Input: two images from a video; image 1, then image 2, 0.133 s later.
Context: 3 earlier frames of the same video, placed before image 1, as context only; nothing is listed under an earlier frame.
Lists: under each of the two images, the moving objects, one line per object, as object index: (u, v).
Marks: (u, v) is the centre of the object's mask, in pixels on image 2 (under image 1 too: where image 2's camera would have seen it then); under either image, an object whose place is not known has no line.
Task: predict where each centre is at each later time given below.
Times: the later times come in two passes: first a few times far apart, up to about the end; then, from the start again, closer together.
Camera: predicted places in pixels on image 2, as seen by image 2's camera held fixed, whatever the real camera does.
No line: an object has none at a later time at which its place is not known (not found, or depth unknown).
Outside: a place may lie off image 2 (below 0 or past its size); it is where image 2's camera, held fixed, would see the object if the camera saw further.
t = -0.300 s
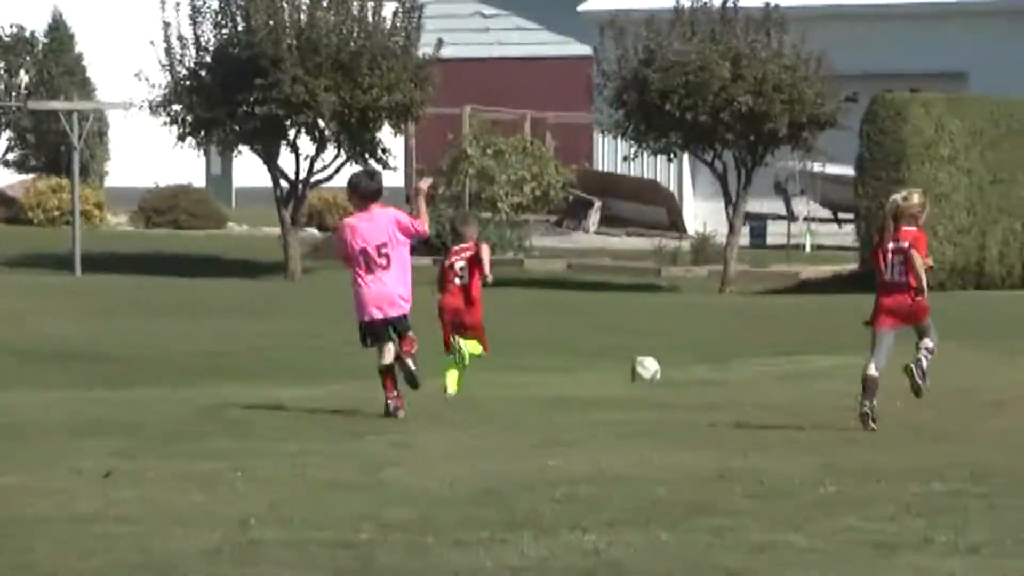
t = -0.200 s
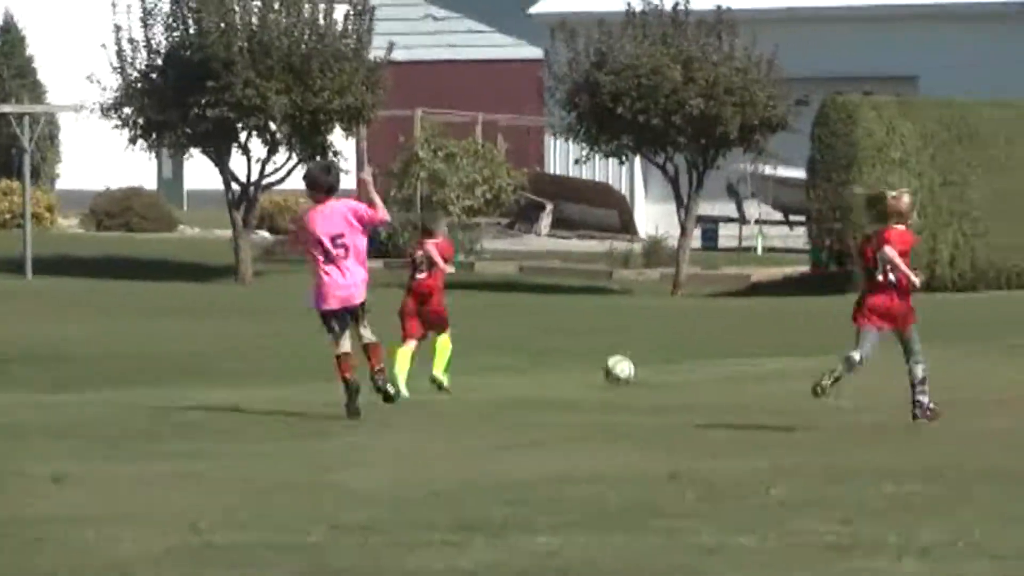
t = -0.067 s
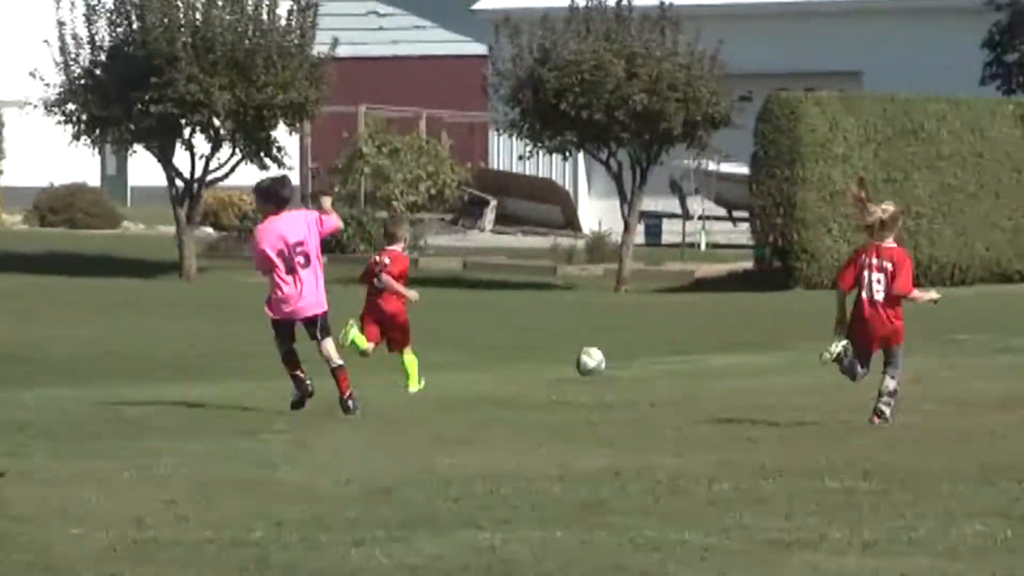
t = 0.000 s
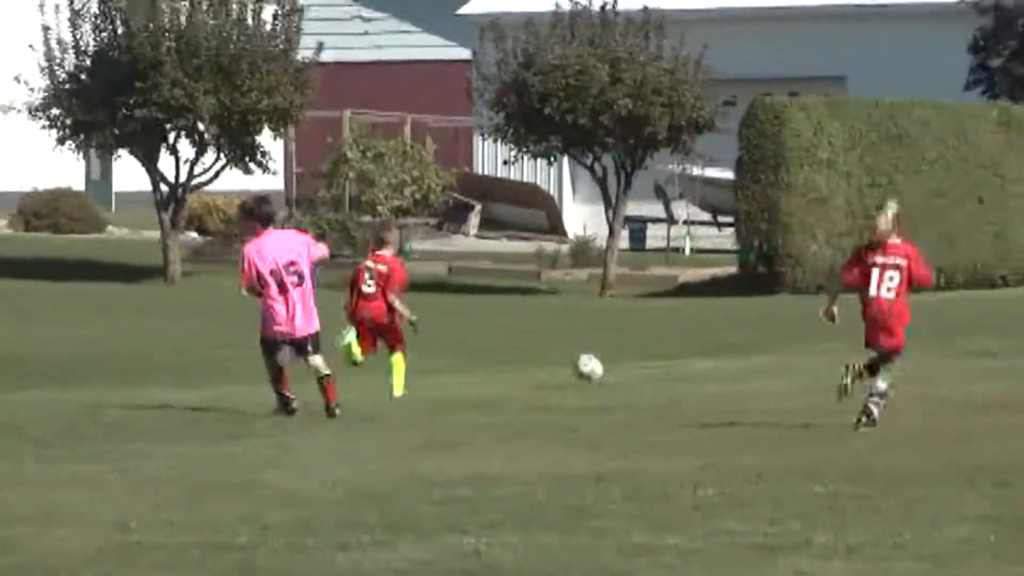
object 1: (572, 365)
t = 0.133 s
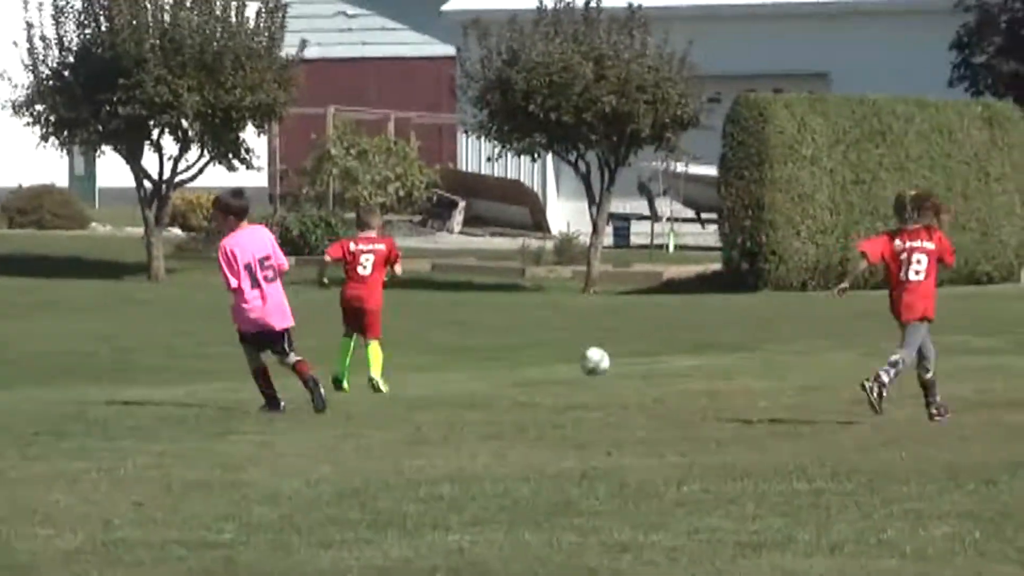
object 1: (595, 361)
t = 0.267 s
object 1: (615, 363)
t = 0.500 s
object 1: (643, 361)
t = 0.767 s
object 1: (671, 360)
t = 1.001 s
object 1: (688, 358)
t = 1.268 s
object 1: (704, 361)
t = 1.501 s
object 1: (714, 360)
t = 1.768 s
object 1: (724, 358)
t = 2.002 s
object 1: (730, 358)
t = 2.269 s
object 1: (735, 356)
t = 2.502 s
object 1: (739, 353)
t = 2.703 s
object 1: (739, 352)
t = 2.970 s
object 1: (738, 351)
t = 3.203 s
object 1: (736, 351)
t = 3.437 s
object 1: (735, 350)
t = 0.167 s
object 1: (600, 362)
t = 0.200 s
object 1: (607, 364)
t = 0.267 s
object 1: (615, 363)
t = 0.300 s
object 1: (619, 362)
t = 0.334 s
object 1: (624, 362)
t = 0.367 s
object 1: (627, 363)
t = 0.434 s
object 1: (636, 364)
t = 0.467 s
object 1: (640, 364)
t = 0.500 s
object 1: (643, 361)
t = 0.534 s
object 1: (648, 360)
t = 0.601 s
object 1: (657, 360)
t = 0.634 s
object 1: (660, 362)
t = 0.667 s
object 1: (663, 363)
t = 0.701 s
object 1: (665, 362)
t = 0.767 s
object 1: (671, 360)
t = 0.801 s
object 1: (673, 360)
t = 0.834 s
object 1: (676, 360)
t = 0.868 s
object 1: (678, 362)
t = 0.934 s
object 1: (683, 360)
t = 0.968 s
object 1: (686, 359)
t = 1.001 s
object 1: (688, 358)
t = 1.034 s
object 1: (690, 360)
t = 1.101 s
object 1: (694, 361)
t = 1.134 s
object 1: (695, 360)
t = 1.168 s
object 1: (698, 359)
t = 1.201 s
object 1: (699, 359)
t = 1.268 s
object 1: (704, 361)
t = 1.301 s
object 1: (706, 361)
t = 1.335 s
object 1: (707, 360)
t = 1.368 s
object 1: (710, 359)
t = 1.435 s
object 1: (711, 359)
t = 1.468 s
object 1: (713, 360)
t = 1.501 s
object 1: (714, 360)
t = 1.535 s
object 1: (715, 359)
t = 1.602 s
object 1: (717, 360)
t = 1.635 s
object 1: (718, 360)
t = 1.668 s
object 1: (721, 360)
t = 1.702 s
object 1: (722, 357)
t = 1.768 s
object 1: (724, 358)
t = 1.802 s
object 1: (726, 359)
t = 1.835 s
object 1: (727, 359)
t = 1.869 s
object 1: (727, 359)
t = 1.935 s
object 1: (729, 359)
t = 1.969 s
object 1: (729, 358)
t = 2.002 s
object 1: (730, 358)
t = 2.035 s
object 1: (731, 358)
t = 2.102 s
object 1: (732, 358)
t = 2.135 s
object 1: (732, 358)
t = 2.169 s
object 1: (733, 359)
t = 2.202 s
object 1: (736, 358)
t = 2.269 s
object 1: (735, 356)
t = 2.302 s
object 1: (736, 355)
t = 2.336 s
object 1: (738, 355)
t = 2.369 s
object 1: (738, 357)
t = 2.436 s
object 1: (739, 355)
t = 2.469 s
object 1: (739, 354)
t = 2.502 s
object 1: (739, 353)
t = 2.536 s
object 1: (739, 353)
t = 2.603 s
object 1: (738, 354)
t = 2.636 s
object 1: (739, 354)
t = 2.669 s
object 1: (739, 353)
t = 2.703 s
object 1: (739, 352)
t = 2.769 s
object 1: (741, 351)
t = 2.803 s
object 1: (740, 351)
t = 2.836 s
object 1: (739, 351)
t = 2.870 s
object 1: (739, 351)
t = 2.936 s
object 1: (738, 351)
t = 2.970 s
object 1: (738, 351)
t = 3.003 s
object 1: (738, 351)
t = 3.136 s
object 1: (737, 351)
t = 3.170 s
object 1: (737, 351)
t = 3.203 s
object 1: (736, 351)
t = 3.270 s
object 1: (736, 350)
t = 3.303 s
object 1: (735, 350)
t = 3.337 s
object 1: (735, 350)
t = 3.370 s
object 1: (735, 350)
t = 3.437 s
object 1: (735, 350)
